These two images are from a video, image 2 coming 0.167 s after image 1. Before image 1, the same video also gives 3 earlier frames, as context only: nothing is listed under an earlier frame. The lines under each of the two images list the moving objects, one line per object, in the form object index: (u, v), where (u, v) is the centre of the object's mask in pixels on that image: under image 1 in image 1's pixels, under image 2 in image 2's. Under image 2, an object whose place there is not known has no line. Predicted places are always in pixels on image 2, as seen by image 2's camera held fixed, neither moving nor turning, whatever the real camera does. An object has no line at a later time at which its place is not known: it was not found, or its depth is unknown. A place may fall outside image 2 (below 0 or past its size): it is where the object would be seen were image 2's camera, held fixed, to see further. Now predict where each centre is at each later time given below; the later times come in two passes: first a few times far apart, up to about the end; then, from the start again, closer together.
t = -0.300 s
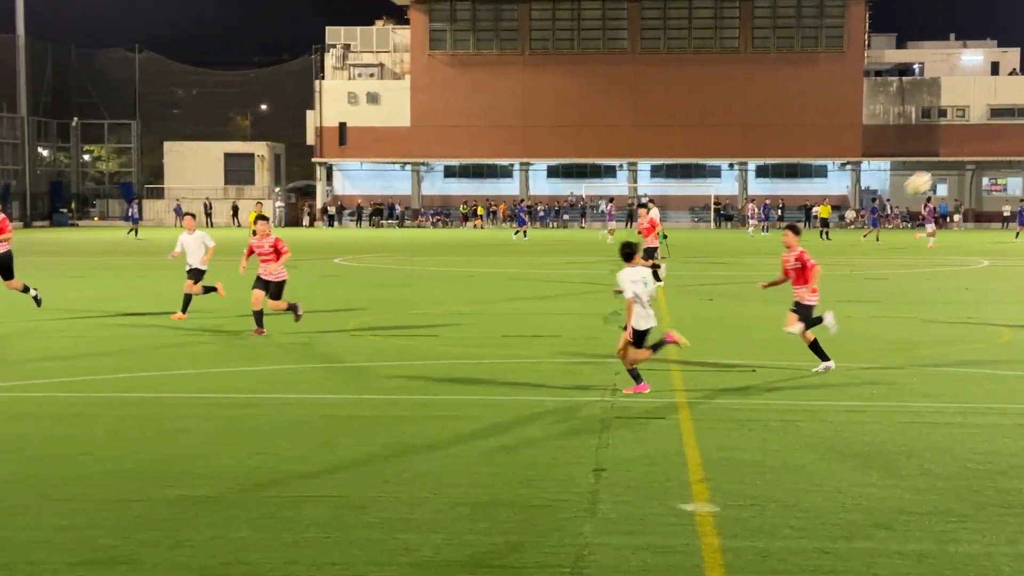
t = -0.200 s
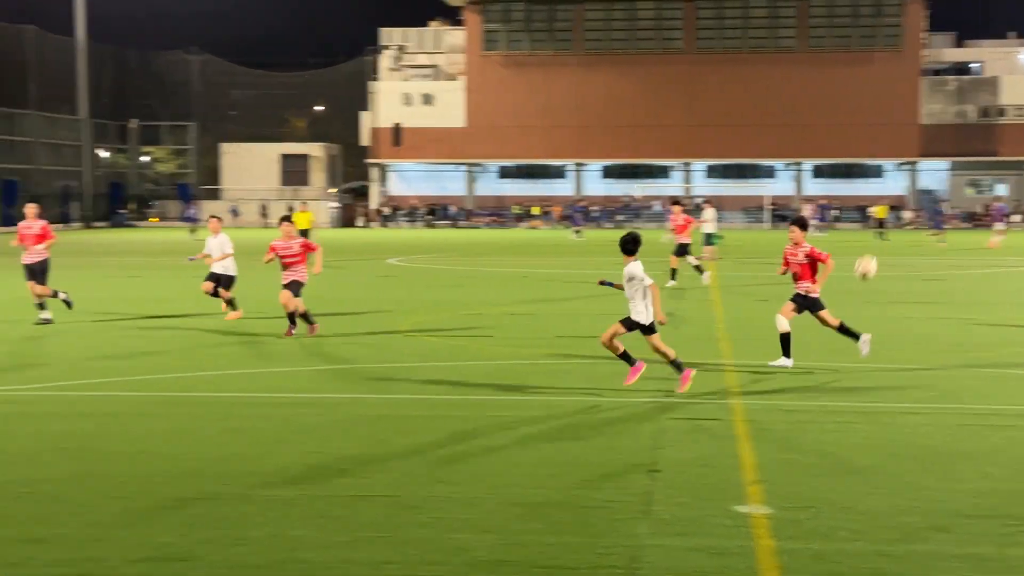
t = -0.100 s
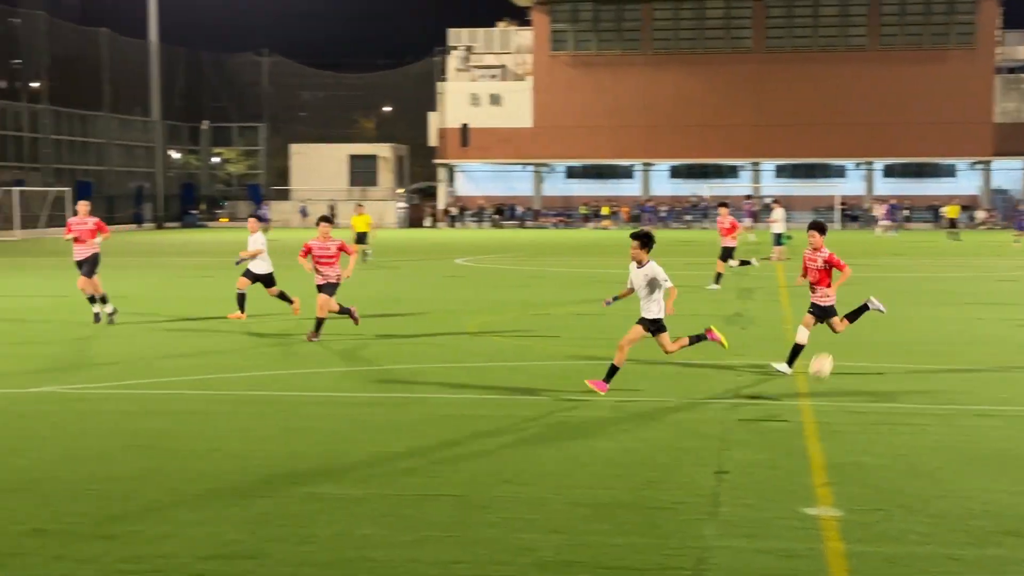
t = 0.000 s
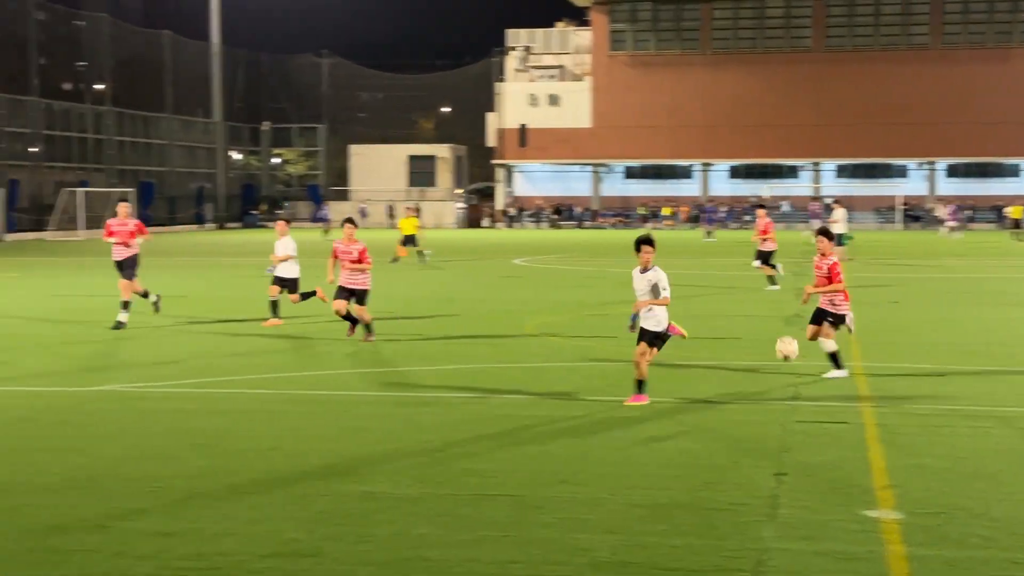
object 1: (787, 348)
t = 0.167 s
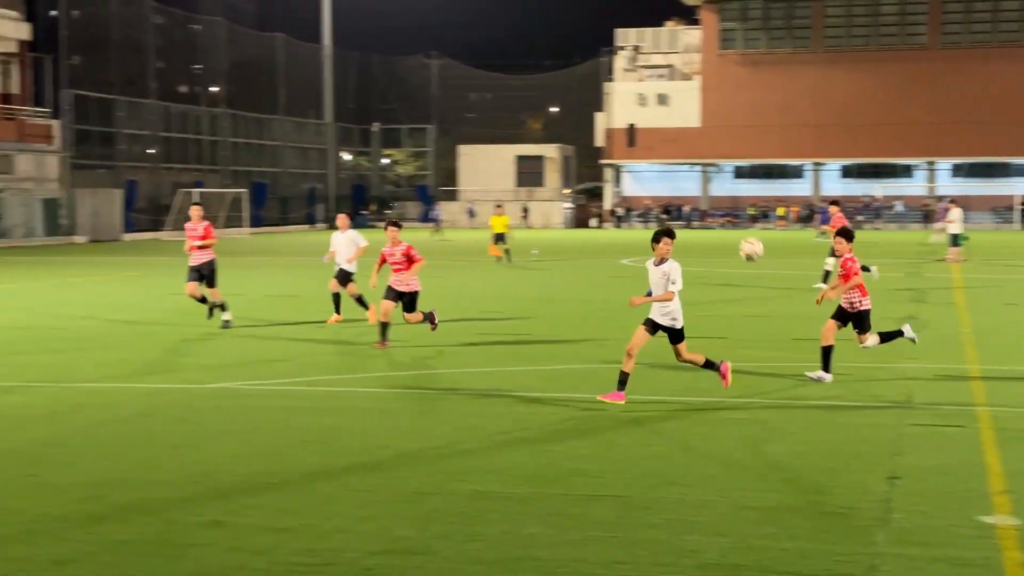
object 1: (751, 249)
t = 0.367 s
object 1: (568, 168)
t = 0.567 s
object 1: (379, 137)
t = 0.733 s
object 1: (217, 149)
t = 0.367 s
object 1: (568, 168)
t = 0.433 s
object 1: (506, 153)
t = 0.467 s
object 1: (475, 146)
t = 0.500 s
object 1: (443, 142)
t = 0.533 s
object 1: (410, 138)
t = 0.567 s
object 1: (379, 137)
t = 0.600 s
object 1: (347, 136)
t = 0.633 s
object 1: (315, 137)
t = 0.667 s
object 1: (282, 140)
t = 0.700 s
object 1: (250, 143)
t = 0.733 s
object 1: (217, 149)
